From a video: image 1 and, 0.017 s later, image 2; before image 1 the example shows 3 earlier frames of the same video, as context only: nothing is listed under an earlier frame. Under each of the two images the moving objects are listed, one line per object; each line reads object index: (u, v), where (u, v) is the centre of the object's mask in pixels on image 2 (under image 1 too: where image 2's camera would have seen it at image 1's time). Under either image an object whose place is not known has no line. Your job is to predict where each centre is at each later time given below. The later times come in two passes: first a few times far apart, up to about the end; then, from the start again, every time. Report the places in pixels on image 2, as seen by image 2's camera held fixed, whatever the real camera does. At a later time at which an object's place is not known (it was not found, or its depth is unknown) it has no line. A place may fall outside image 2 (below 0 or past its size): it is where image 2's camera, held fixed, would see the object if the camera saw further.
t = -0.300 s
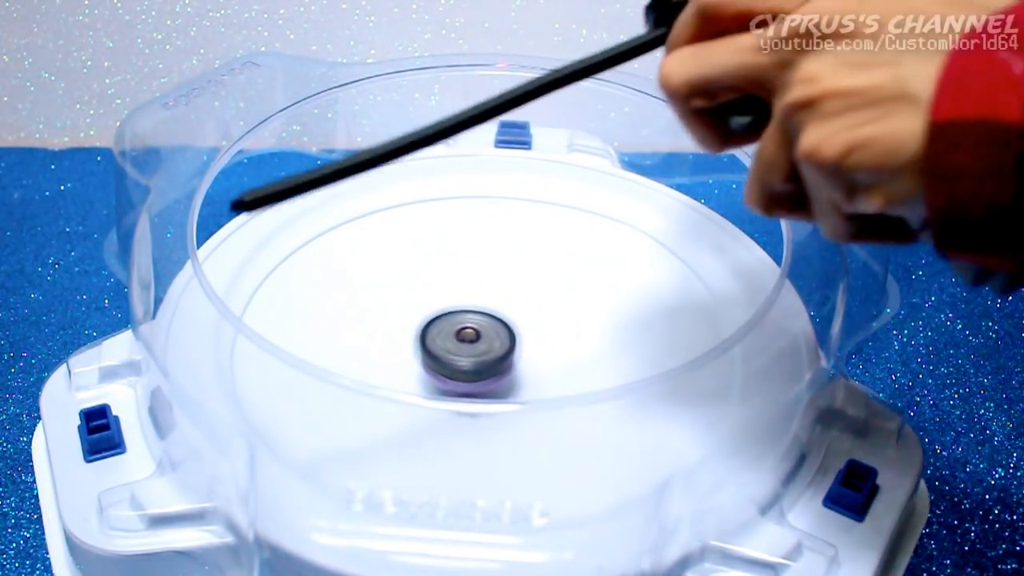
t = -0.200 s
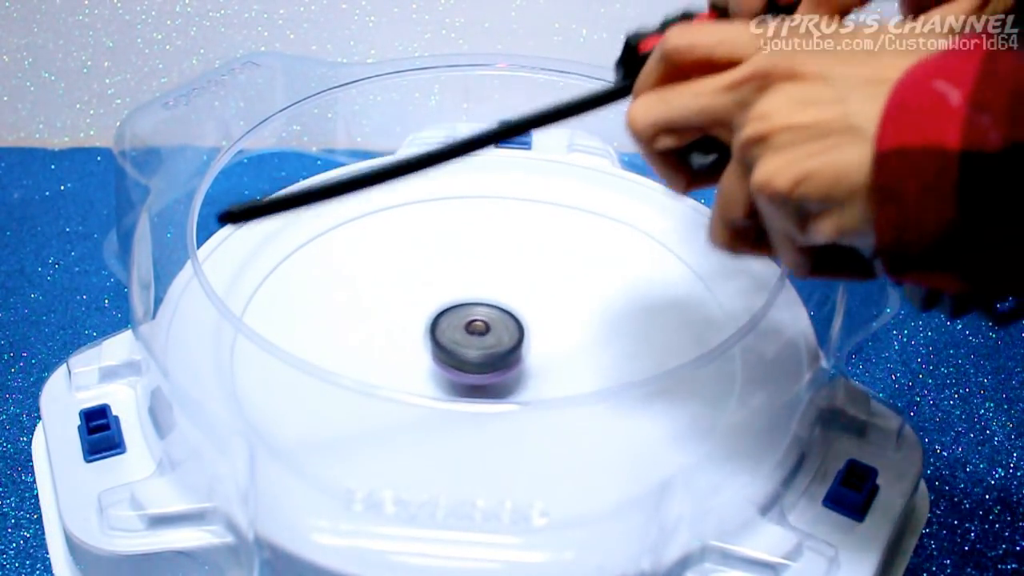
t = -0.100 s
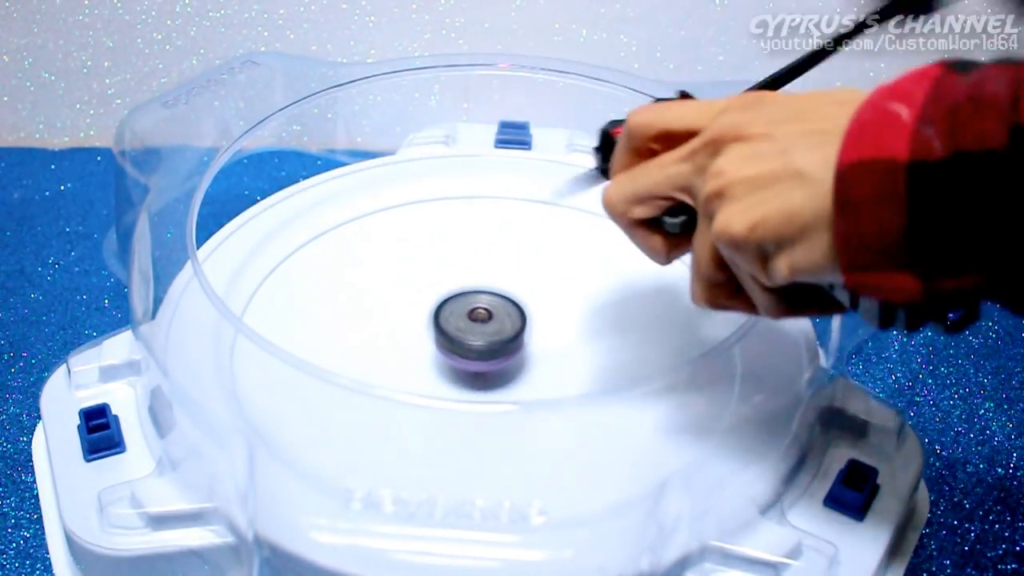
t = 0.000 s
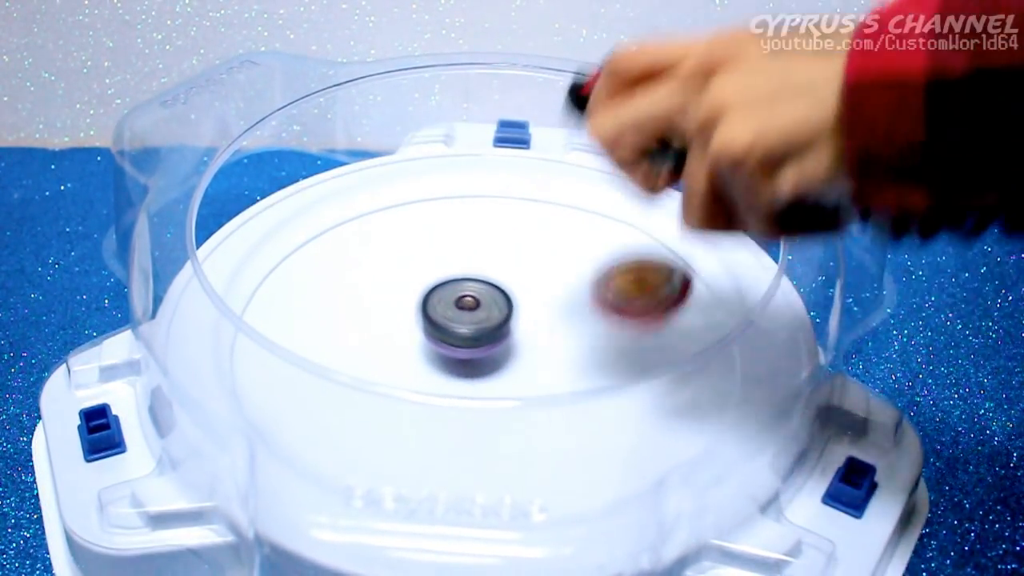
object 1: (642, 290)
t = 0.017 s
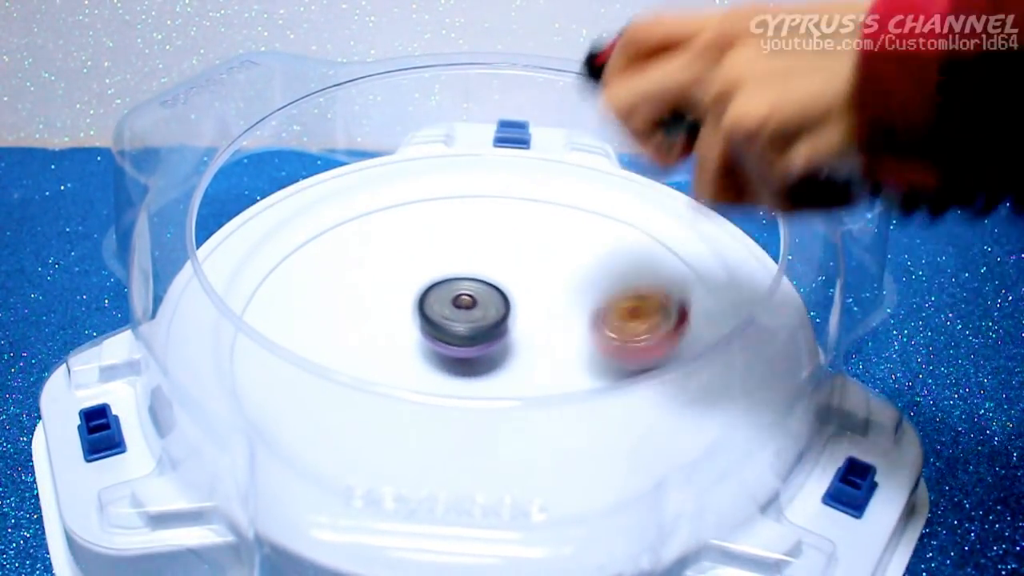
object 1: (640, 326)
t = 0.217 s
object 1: (557, 347)
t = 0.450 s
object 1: (514, 420)
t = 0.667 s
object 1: (527, 440)
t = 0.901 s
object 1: (568, 391)
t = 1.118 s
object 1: (577, 392)
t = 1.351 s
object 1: (534, 416)
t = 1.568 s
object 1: (551, 454)
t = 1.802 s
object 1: (592, 389)
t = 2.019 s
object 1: (458, 336)
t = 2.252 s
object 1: (320, 423)
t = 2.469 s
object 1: (467, 433)
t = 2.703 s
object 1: (473, 328)
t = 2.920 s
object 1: (309, 354)
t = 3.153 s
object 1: (298, 326)
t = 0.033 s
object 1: (634, 326)
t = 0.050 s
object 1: (627, 311)
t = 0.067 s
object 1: (618, 305)
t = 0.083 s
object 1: (609, 303)
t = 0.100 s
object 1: (599, 306)
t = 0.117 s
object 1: (590, 312)
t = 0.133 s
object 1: (579, 324)
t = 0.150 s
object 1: (567, 341)
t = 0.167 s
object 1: (559, 339)
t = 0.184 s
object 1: (559, 338)
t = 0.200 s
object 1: (558, 340)
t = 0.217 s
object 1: (557, 347)
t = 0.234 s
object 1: (555, 357)
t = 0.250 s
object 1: (552, 359)
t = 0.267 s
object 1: (550, 363)
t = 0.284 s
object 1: (546, 365)
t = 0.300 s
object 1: (543, 368)
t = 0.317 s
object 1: (540, 371)
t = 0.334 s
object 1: (536, 374)
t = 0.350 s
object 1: (533, 386)
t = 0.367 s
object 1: (529, 390)
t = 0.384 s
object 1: (526, 398)
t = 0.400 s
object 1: (523, 399)
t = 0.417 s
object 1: (519, 410)
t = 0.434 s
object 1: (517, 416)
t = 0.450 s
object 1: (514, 420)
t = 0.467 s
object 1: (512, 424)
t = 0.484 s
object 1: (511, 427)
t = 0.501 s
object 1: (509, 436)
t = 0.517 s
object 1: (509, 438)
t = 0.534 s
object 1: (509, 439)
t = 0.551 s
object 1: (511, 440)
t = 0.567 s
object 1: (512, 439)
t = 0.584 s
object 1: (514, 440)
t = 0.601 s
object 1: (515, 441)
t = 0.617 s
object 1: (518, 441)
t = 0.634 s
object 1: (521, 441)
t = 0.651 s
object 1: (524, 440)
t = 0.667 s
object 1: (527, 440)
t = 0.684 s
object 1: (531, 439)
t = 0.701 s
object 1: (535, 439)
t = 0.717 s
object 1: (539, 437)
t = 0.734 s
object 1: (543, 436)
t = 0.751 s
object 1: (547, 434)
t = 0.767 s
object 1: (550, 432)
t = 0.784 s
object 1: (554, 431)
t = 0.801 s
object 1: (559, 428)
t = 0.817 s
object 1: (561, 420)
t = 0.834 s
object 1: (564, 416)
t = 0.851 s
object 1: (567, 410)
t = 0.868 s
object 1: (568, 406)
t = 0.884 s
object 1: (566, 395)
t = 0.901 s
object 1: (568, 391)
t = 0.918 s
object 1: (568, 384)
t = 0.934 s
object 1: (564, 371)
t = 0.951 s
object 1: (561, 369)
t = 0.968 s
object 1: (557, 367)
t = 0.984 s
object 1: (551, 365)
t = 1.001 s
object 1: (547, 363)
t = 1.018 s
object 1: (553, 365)
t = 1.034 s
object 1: (562, 368)
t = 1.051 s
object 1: (567, 370)
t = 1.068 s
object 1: (573, 381)
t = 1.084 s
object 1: (576, 386)
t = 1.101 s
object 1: (577, 390)
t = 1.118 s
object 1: (577, 392)
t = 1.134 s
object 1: (578, 405)
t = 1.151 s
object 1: (576, 406)
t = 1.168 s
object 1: (574, 406)
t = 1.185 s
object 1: (570, 409)
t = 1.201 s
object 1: (566, 411)
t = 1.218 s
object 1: (562, 412)
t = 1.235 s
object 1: (559, 414)
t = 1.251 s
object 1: (555, 415)
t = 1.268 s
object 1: (551, 415)
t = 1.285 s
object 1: (548, 416)
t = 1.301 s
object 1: (544, 416)
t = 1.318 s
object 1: (541, 416)
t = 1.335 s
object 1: (537, 416)
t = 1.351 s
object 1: (534, 416)
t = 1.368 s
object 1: (532, 416)
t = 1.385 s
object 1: (529, 416)
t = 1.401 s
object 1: (527, 415)
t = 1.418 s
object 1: (524, 416)
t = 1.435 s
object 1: (521, 415)
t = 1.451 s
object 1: (517, 415)
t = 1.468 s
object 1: (515, 414)
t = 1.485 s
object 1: (512, 414)
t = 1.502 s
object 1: (511, 418)
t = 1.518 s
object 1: (523, 435)
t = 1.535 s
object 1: (531, 441)
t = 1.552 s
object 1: (540, 447)
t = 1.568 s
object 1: (551, 454)
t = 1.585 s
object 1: (560, 460)
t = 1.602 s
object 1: (569, 465)
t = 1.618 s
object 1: (579, 467)
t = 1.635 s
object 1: (586, 467)
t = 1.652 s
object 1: (590, 462)
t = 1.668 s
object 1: (592, 460)
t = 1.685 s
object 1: (595, 453)
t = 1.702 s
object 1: (597, 447)
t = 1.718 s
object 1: (598, 441)
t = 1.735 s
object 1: (599, 432)
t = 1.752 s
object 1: (600, 428)
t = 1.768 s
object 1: (602, 423)
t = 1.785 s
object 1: (597, 406)
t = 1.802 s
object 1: (592, 389)
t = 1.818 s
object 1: (587, 379)
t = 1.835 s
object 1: (581, 365)
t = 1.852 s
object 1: (574, 359)
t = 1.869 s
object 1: (565, 354)
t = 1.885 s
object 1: (556, 347)
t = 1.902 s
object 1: (545, 336)
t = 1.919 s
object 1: (534, 328)
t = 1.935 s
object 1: (521, 315)
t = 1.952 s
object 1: (508, 307)
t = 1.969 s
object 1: (496, 303)
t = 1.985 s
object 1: (485, 313)
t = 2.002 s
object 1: (472, 326)
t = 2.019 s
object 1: (458, 336)
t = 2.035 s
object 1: (443, 347)
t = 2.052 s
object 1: (429, 354)
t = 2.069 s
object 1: (414, 359)
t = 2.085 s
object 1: (400, 363)
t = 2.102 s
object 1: (383, 375)
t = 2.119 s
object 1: (370, 384)
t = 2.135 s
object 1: (351, 397)
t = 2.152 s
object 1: (333, 410)
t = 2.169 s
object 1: (323, 414)
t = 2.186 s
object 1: (314, 419)
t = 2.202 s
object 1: (305, 426)
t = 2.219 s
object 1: (304, 427)
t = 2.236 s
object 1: (312, 423)
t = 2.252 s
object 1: (320, 423)
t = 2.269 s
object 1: (328, 427)
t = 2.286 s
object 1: (336, 437)
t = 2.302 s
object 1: (346, 438)
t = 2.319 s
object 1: (358, 438)
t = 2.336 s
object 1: (370, 439)
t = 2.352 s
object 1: (381, 439)
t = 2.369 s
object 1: (394, 439)
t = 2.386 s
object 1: (406, 439)
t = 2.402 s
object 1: (419, 438)
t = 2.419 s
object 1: (432, 437)
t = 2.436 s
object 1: (444, 436)
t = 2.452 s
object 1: (456, 434)
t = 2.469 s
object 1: (467, 433)
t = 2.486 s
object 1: (476, 424)
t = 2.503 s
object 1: (484, 417)
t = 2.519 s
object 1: (491, 410)
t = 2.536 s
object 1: (496, 398)
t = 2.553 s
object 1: (501, 392)
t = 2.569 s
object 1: (503, 375)
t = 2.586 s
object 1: (505, 371)
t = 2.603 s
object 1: (507, 366)
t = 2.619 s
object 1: (507, 361)
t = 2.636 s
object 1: (507, 356)
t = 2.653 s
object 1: (503, 344)
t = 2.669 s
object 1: (500, 334)
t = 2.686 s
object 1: (492, 329)
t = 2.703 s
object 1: (473, 328)
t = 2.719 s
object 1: (454, 325)
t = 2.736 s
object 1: (435, 327)
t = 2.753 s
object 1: (414, 334)
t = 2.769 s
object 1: (393, 344)
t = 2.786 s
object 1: (377, 348)
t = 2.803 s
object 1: (364, 346)
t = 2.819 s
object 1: (351, 346)
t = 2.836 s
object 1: (340, 345)
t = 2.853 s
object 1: (334, 344)
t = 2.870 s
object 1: (324, 351)
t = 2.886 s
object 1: (318, 352)
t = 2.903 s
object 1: (314, 353)
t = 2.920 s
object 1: (309, 354)
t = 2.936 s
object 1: (303, 356)
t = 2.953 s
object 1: (297, 353)
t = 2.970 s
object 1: (295, 353)
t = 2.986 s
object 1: (294, 353)
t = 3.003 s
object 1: (285, 361)
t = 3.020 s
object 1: (283, 359)
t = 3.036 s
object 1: (282, 360)
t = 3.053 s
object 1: (280, 357)
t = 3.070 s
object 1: (284, 347)
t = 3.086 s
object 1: (283, 347)
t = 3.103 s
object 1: (284, 344)
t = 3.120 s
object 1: (287, 339)
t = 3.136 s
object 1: (290, 334)
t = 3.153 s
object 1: (298, 326)
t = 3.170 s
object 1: (300, 325)
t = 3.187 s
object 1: (303, 323)
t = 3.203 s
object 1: (309, 321)
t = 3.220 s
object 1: (316, 320)
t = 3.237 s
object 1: (326, 318)
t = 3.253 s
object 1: (337, 316)
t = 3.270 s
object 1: (349, 312)
